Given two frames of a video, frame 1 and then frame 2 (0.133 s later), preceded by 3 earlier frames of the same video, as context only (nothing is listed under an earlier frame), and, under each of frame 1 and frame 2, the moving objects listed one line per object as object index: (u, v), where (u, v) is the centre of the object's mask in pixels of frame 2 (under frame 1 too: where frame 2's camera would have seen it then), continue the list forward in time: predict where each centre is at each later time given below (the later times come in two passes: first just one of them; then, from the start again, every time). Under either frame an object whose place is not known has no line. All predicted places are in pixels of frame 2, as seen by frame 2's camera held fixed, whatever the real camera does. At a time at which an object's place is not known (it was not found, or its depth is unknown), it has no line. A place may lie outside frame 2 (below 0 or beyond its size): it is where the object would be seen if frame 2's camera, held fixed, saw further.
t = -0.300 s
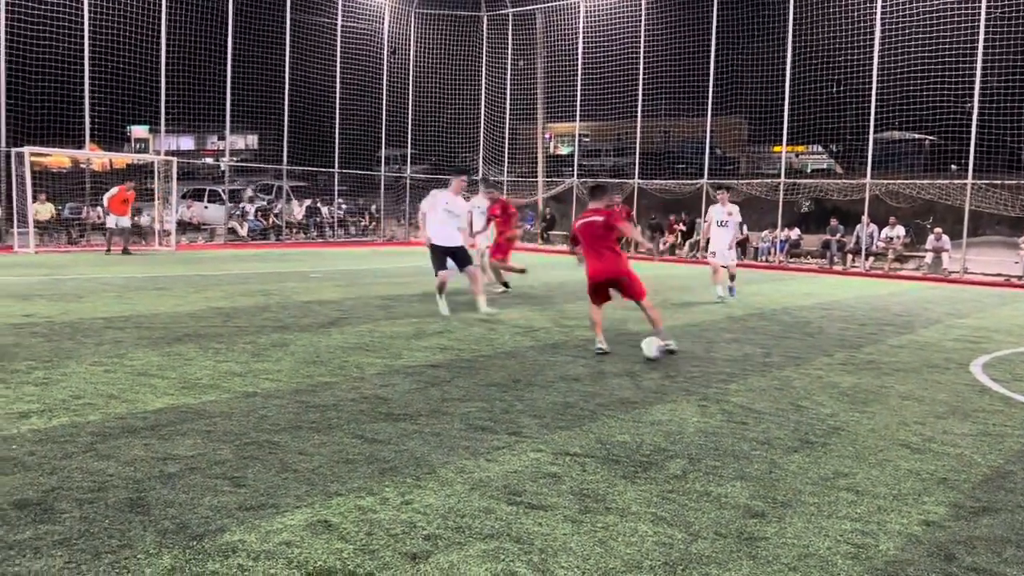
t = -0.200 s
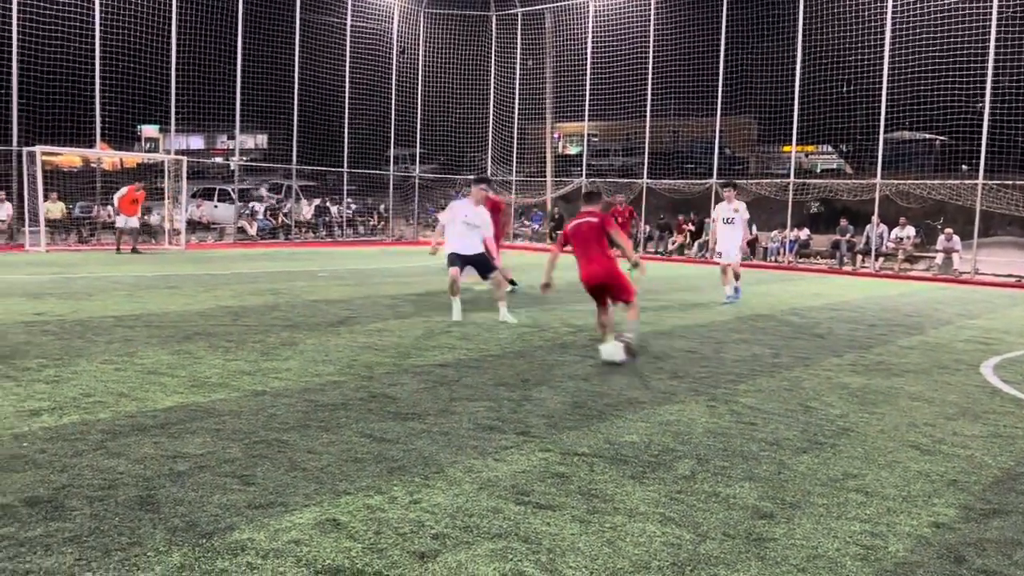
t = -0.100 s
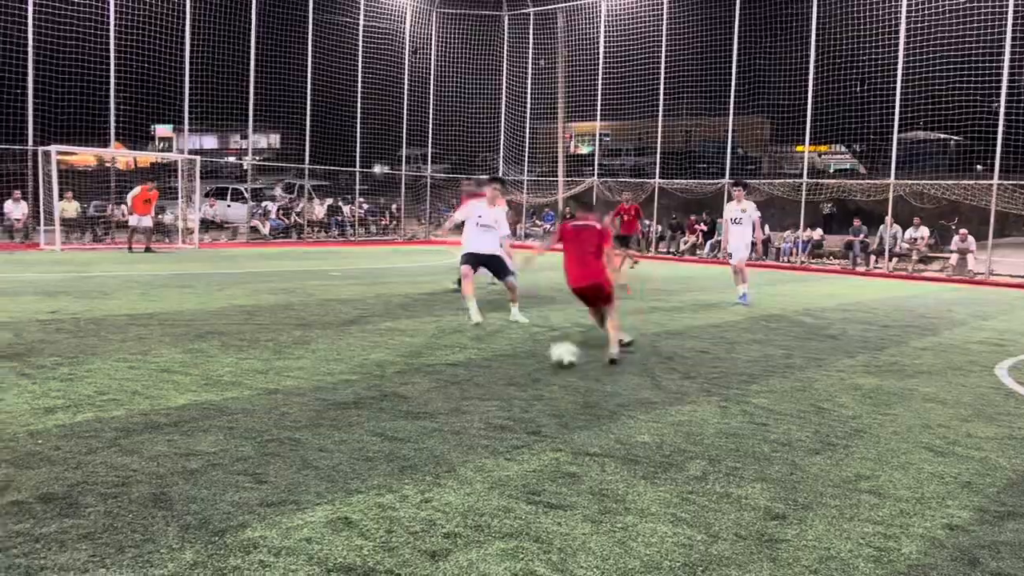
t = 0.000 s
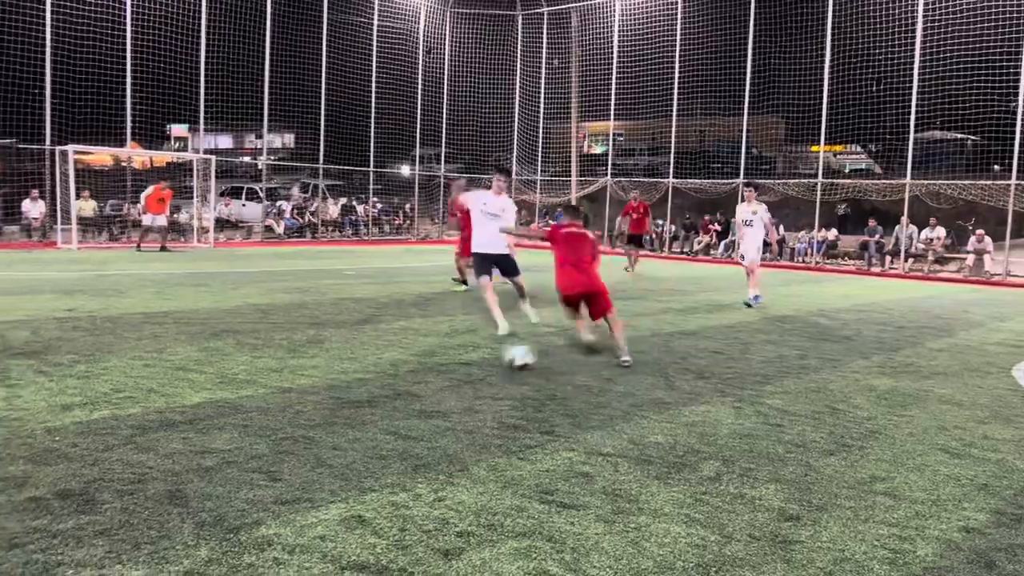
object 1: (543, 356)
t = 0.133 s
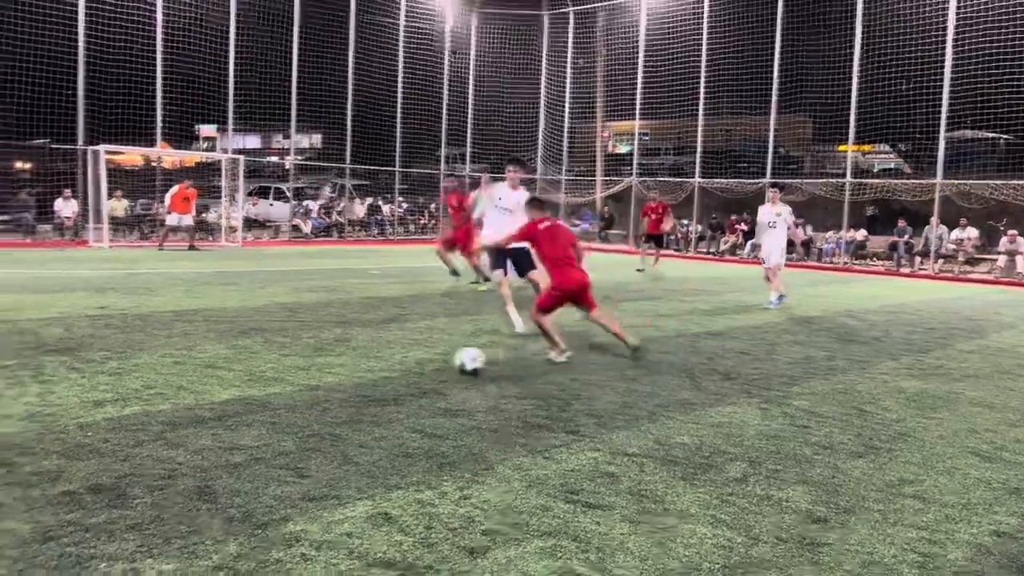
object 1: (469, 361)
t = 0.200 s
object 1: (430, 363)
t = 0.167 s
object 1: (450, 362)
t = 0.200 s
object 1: (430, 363)
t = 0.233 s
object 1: (410, 365)
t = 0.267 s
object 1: (389, 366)
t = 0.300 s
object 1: (368, 367)
